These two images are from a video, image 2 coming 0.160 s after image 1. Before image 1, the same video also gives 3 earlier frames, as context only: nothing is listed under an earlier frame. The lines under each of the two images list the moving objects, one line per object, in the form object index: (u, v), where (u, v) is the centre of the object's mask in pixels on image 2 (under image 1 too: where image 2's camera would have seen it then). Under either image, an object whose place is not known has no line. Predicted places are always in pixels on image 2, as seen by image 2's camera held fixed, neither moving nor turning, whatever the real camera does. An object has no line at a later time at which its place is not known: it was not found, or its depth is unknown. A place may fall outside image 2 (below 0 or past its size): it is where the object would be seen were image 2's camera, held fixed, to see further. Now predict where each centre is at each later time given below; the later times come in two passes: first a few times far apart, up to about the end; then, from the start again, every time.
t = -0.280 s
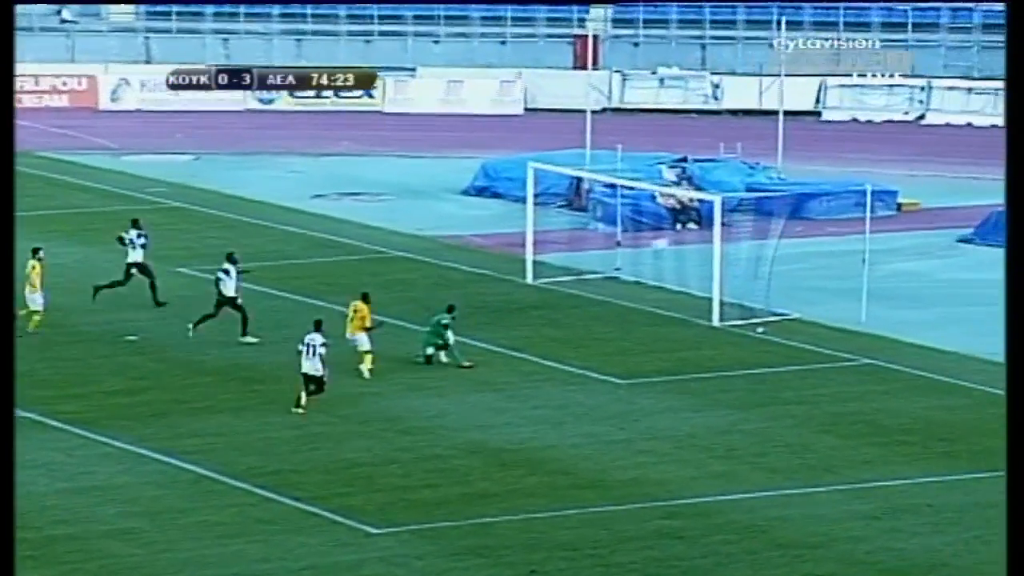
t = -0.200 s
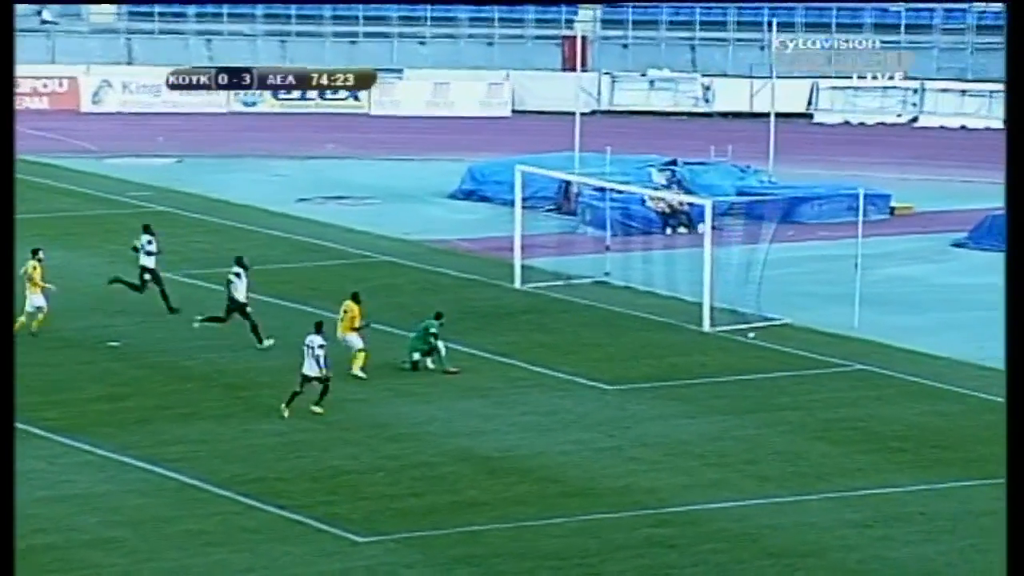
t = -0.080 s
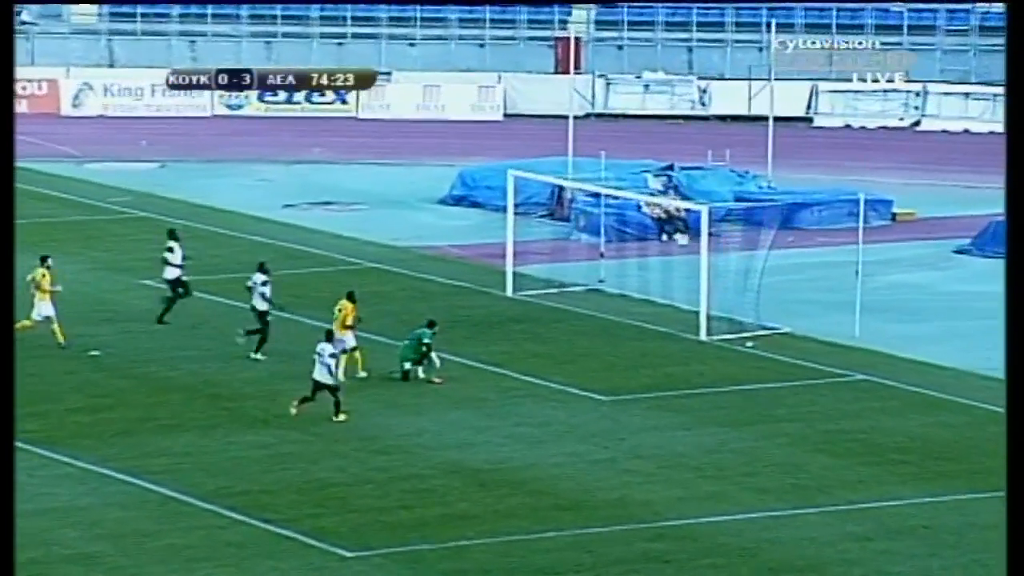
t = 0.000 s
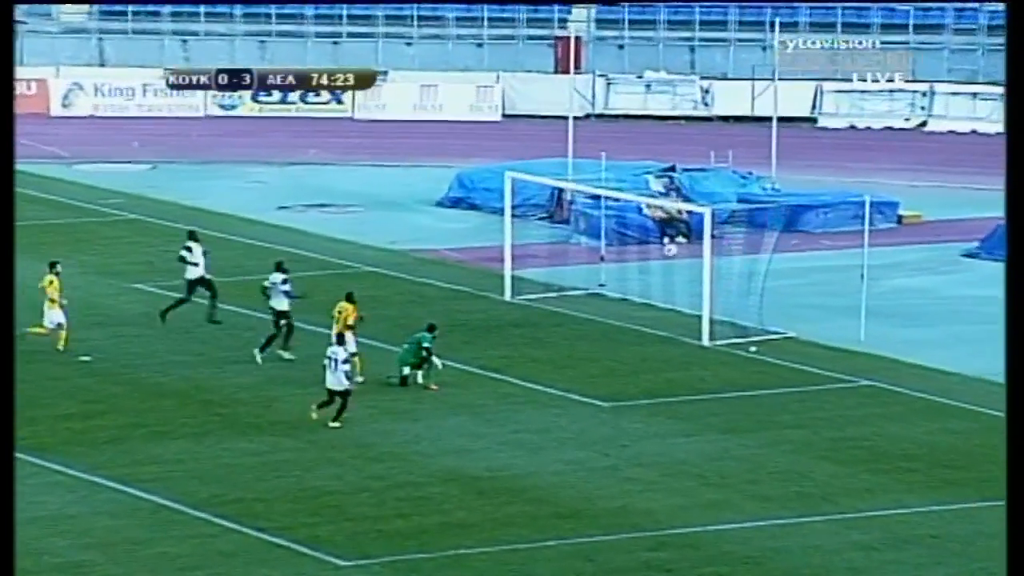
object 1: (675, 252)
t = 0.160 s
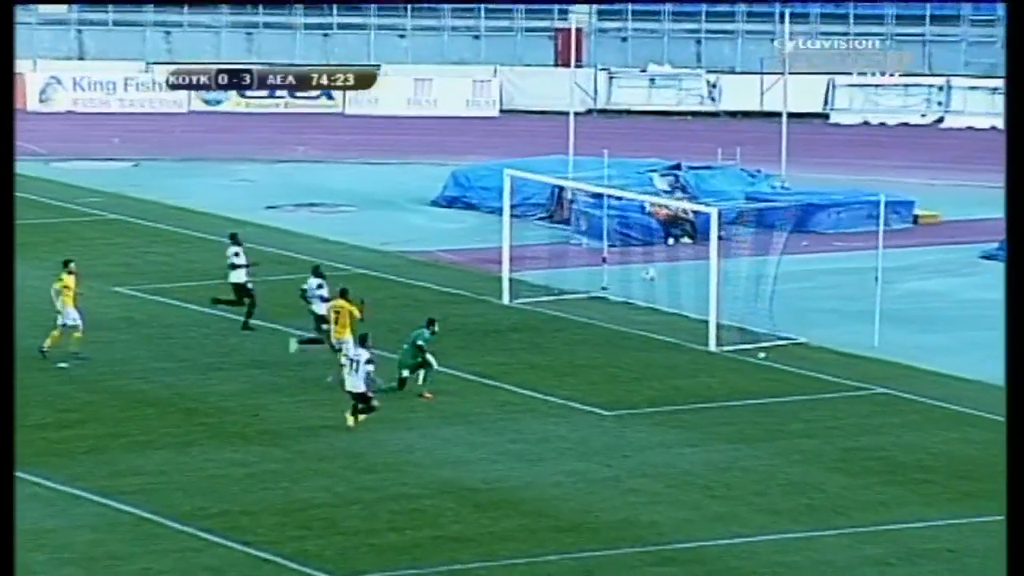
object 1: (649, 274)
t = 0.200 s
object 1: (643, 280)
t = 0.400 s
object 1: (614, 328)
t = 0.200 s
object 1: (643, 280)
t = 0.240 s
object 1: (637, 290)
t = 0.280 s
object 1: (632, 298)
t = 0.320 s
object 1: (626, 308)
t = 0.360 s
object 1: (619, 318)
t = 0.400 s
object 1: (614, 328)
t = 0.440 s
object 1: (608, 341)
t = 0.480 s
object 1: (603, 352)
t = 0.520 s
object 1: (597, 365)
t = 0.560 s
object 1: (592, 380)
